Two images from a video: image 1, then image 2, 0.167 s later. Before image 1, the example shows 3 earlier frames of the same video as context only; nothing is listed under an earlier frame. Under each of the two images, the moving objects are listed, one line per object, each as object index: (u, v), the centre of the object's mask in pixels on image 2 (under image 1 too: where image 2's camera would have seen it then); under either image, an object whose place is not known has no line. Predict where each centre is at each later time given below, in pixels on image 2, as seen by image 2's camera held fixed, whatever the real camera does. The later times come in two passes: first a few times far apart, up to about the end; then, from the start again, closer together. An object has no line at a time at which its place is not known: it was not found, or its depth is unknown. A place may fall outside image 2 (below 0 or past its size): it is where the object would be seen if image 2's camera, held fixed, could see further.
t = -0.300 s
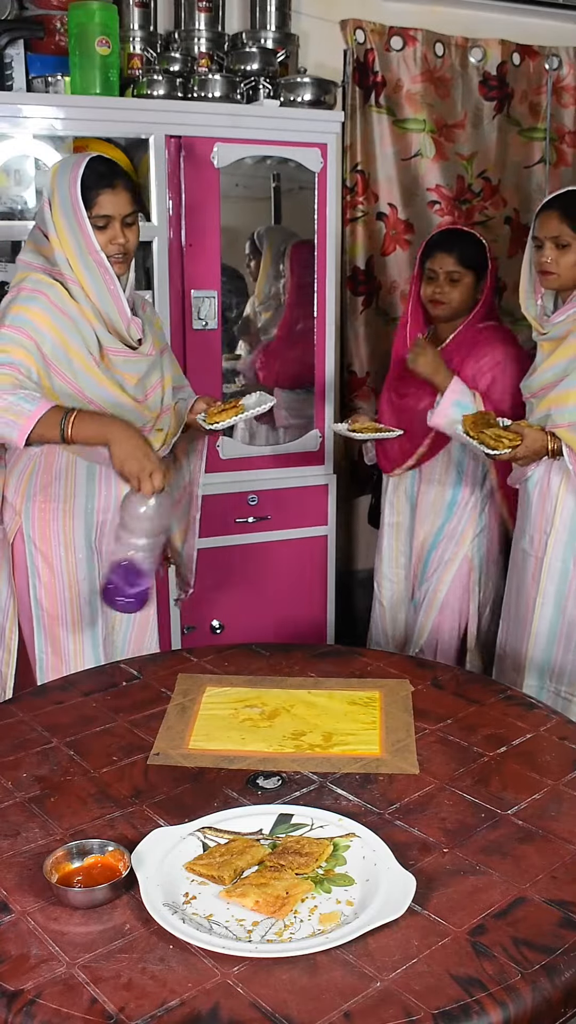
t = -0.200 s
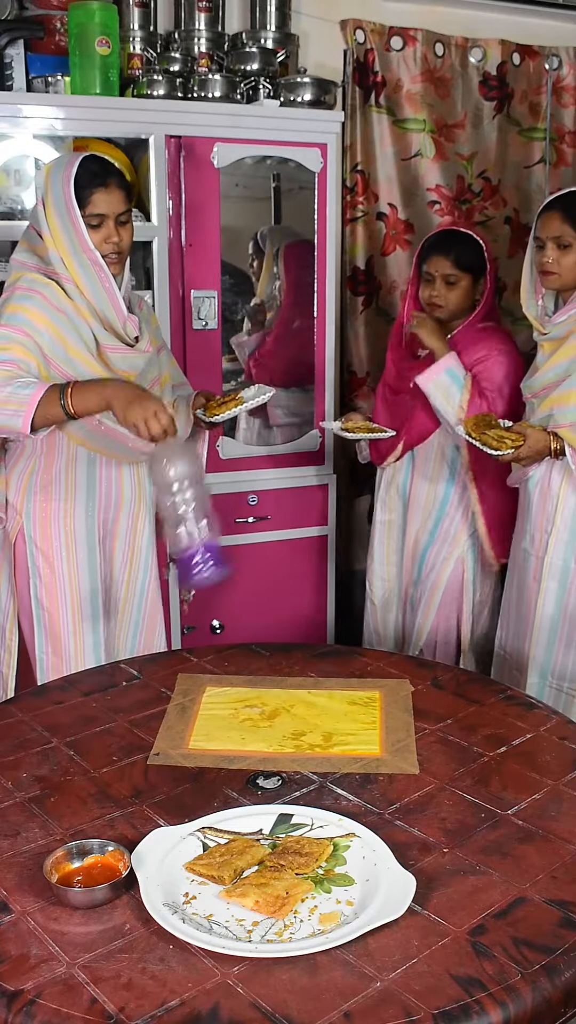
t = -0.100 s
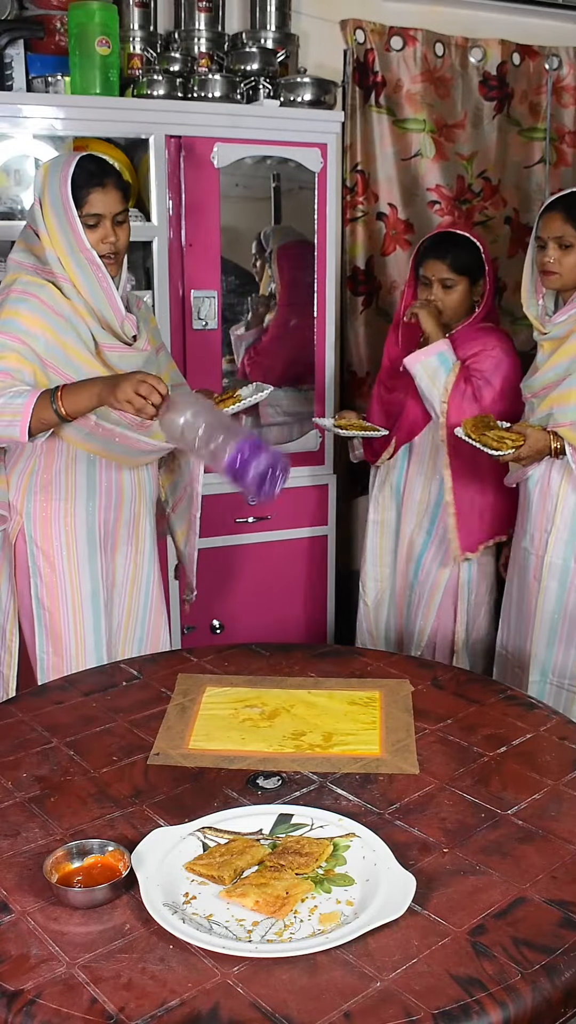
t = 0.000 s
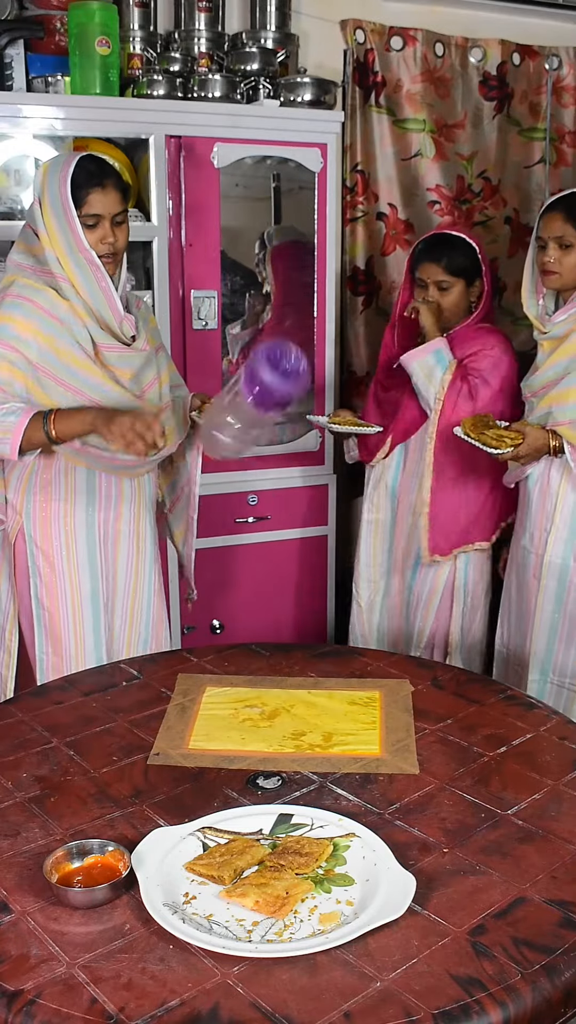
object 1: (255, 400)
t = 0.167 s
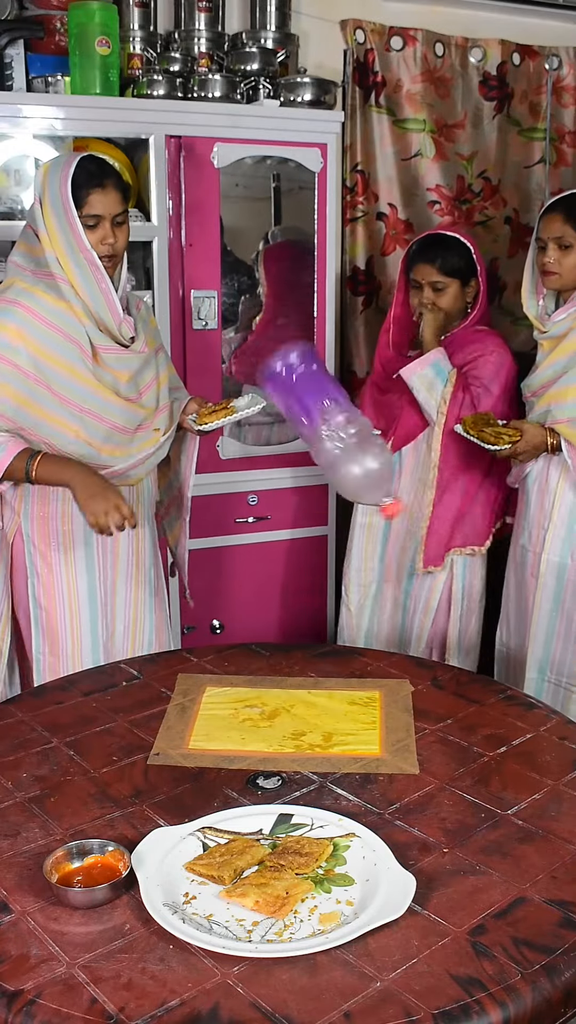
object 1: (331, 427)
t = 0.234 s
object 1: (354, 467)
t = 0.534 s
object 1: (393, 755)
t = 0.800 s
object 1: (392, 755)
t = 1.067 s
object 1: (392, 756)
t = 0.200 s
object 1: (344, 444)
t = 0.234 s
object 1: (354, 467)
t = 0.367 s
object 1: (364, 642)
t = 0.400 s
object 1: (368, 686)
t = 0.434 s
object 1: (384, 707)
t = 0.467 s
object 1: (393, 737)
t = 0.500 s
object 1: (394, 752)
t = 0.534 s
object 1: (393, 755)
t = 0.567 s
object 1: (392, 756)
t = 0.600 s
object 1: (392, 756)
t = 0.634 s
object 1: (392, 755)
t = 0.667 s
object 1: (395, 755)
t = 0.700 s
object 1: (396, 755)
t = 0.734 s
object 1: (397, 755)
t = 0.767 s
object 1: (395, 755)
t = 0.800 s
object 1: (392, 755)
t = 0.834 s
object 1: (391, 756)
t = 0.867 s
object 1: (391, 756)
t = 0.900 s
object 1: (392, 756)
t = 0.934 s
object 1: (393, 755)
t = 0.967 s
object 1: (394, 755)
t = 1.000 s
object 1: (394, 755)
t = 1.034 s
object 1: (393, 755)
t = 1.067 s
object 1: (392, 756)
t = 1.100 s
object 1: (392, 756)
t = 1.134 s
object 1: (392, 756)
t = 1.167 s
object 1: (393, 755)
